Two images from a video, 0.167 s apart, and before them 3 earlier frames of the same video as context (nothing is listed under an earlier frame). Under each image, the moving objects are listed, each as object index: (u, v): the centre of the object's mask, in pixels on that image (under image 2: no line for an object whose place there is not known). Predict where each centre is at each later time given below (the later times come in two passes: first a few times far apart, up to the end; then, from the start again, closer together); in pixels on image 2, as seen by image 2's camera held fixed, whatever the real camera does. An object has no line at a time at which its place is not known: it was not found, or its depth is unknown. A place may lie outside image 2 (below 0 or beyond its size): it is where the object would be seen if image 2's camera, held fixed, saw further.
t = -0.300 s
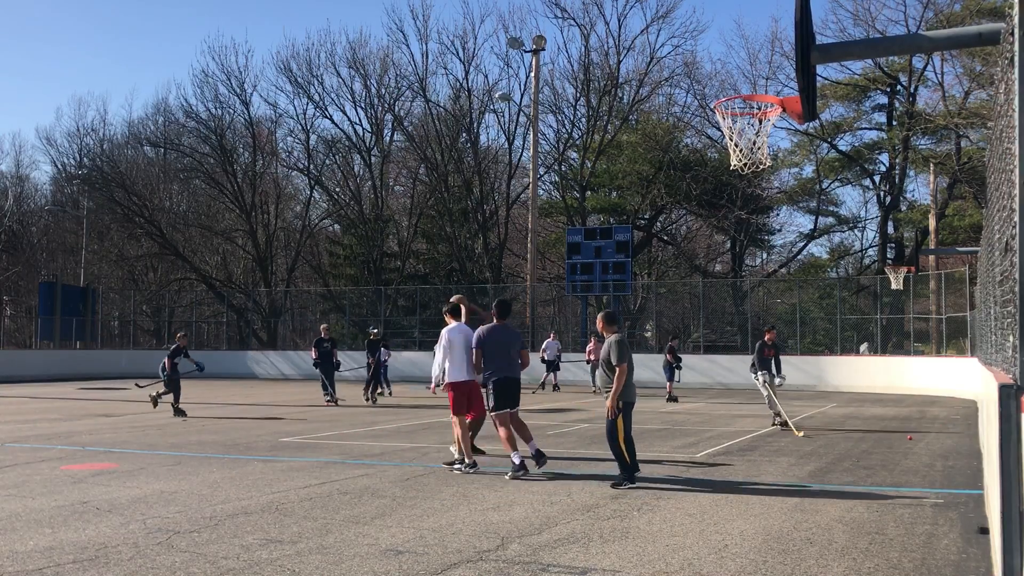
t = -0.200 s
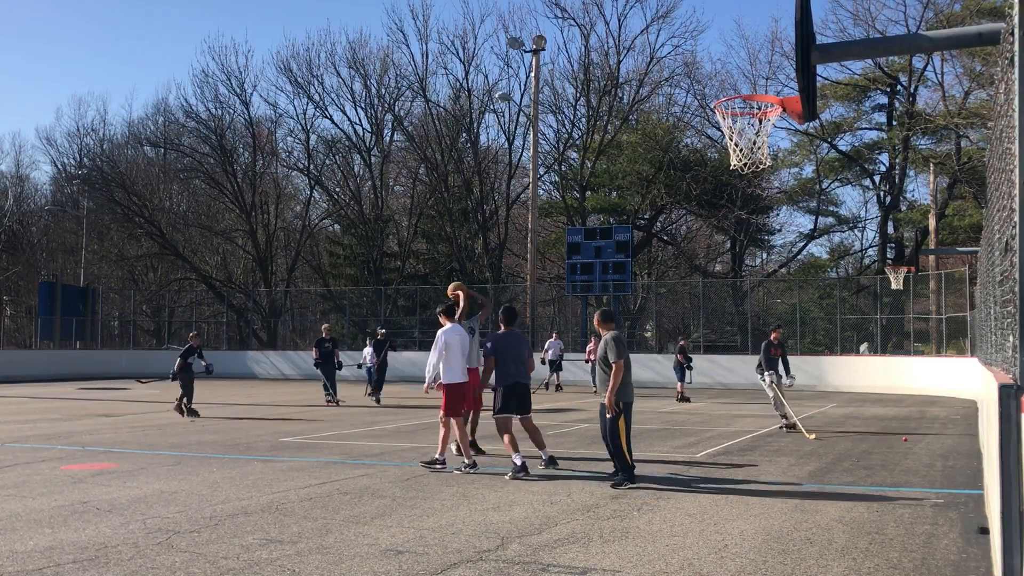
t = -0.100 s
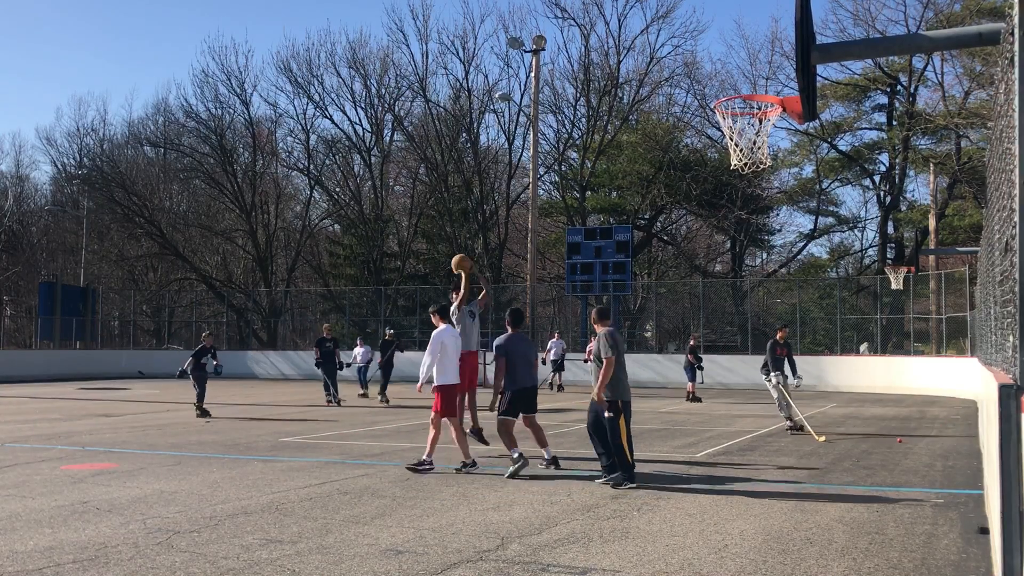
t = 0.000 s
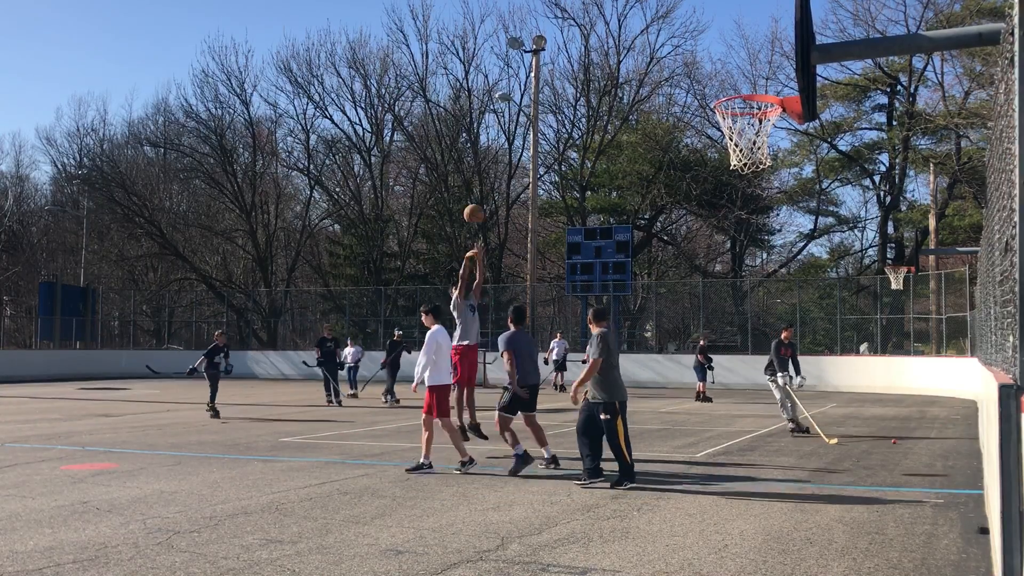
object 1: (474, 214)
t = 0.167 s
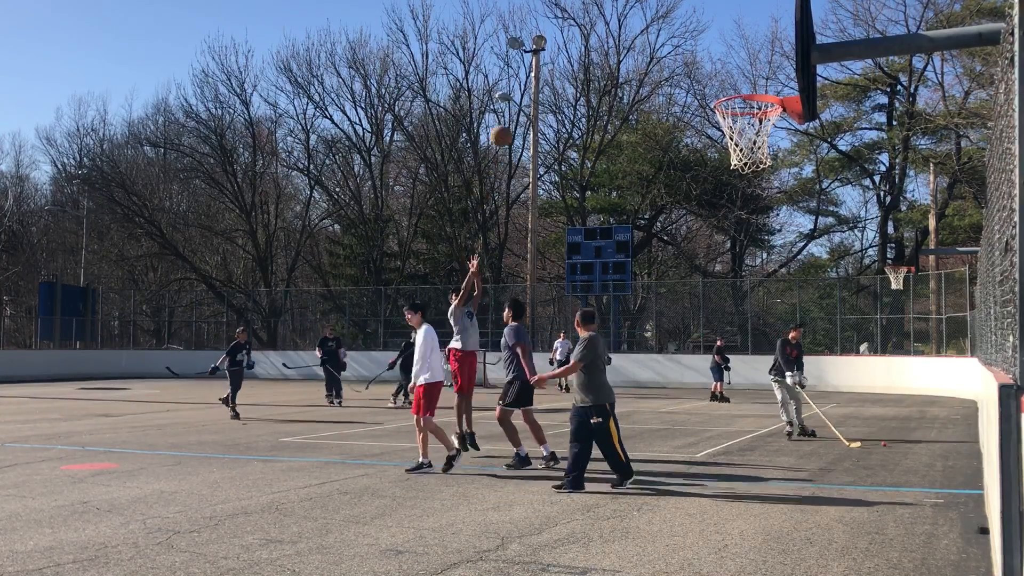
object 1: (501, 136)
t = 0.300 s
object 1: (525, 84)
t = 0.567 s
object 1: (582, 17)
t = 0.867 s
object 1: (662, 18)
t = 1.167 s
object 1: (768, 131)
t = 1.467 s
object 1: (805, 220)
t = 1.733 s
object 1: (843, 415)
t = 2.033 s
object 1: (834, 389)
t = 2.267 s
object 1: (804, 299)
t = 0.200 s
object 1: (507, 122)
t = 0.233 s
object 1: (513, 109)
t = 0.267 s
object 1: (519, 97)
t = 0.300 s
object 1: (525, 84)
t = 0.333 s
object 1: (531, 73)
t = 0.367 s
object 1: (539, 63)
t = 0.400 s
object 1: (545, 53)
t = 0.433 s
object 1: (552, 44)
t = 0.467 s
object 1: (560, 36)
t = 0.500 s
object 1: (567, 29)
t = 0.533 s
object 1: (574, 22)
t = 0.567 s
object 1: (582, 17)
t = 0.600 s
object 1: (590, 13)
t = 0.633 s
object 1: (598, 10)
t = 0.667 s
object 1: (606, 10)
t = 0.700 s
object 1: (615, 9)
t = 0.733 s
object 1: (624, 9)
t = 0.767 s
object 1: (633, 9)
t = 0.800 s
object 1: (643, 11)
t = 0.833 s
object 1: (652, 13)
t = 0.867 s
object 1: (662, 18)
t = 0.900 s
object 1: (673, 25)
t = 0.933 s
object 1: (684, 33)
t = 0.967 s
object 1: (695, 43)
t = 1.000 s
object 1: (707, 55)
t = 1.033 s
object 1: (718, 68)
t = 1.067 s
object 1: (731, 83)
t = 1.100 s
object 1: (744, 101)
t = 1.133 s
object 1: (760, 119)
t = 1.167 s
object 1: (768, 131)
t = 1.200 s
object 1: (773, 140)
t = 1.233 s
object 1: (776, 140)
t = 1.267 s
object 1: (780, 146)
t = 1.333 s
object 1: (788, 164)
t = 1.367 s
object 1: (792, 176)
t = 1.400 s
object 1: (796, 189)
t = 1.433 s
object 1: (800, 203)
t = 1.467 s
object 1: (805, 220)
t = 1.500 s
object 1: (809, 238)
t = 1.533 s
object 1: (813, 258)
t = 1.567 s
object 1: (818, 280)
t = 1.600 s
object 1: (823, 303)
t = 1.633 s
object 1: (828, 328)
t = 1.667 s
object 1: (833, 355)
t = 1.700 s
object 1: (838, 384)
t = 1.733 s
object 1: (843, 415)
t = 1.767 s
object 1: (848, 447)
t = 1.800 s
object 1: (854, 483)
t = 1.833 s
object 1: (860, 520)
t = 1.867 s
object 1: (857, 510)
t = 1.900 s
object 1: (853, 481)
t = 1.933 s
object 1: (848, 455)
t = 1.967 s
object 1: (843, 431)
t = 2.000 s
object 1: (838, 409)
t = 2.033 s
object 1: (834, 389)
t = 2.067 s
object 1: (830, 371)
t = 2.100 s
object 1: (825, 354)
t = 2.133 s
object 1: (821, 339)
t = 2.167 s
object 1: (816, 327)
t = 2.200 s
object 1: (812, 315)
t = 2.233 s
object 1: (808, 306)
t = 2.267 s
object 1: (804, 299)
